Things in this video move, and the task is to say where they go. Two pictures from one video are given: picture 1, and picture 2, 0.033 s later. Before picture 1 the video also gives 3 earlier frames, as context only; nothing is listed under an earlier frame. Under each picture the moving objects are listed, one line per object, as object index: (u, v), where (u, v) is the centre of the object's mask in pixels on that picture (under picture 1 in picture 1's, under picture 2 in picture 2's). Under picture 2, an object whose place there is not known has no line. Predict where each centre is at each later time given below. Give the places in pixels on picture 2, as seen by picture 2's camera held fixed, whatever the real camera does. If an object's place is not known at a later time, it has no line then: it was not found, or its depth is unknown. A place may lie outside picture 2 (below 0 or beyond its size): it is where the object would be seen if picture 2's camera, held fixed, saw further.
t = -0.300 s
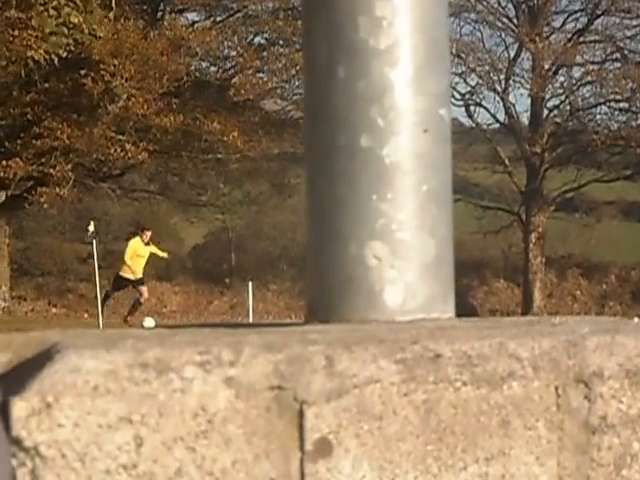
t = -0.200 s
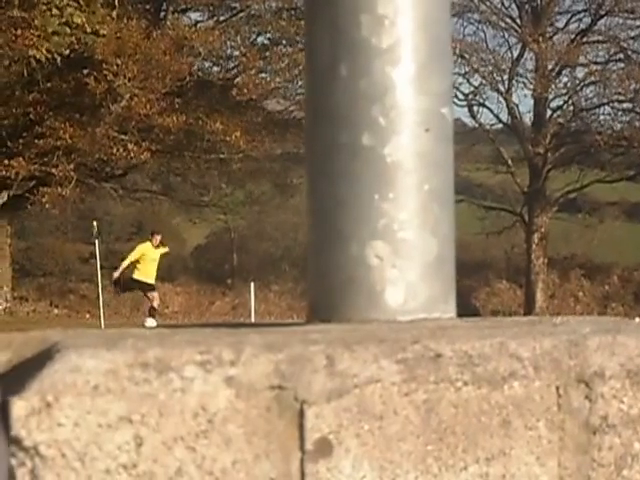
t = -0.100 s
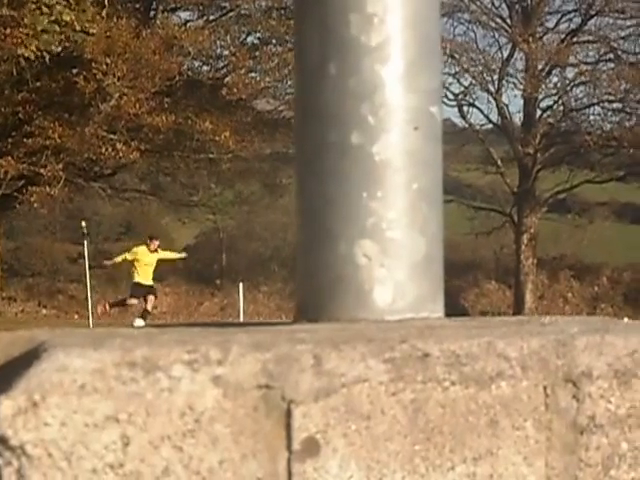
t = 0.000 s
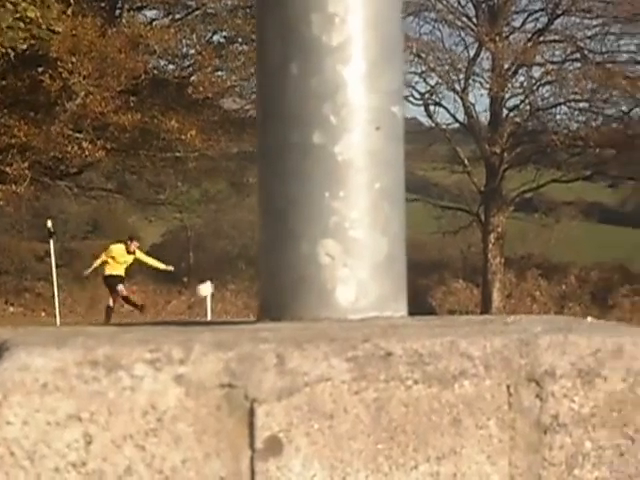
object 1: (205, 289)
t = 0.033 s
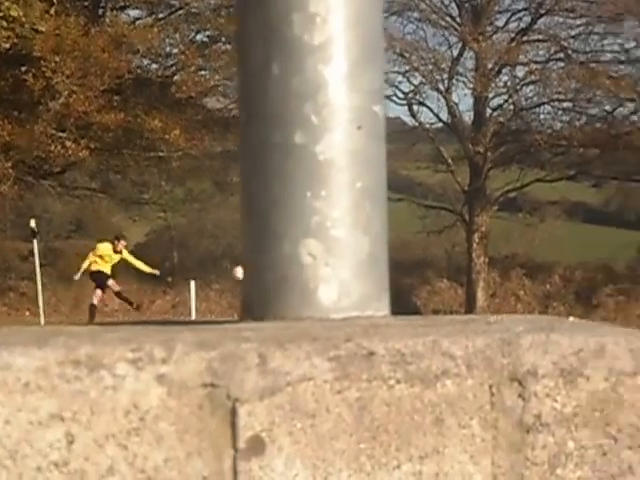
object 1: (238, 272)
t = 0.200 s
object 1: (482, 199)
